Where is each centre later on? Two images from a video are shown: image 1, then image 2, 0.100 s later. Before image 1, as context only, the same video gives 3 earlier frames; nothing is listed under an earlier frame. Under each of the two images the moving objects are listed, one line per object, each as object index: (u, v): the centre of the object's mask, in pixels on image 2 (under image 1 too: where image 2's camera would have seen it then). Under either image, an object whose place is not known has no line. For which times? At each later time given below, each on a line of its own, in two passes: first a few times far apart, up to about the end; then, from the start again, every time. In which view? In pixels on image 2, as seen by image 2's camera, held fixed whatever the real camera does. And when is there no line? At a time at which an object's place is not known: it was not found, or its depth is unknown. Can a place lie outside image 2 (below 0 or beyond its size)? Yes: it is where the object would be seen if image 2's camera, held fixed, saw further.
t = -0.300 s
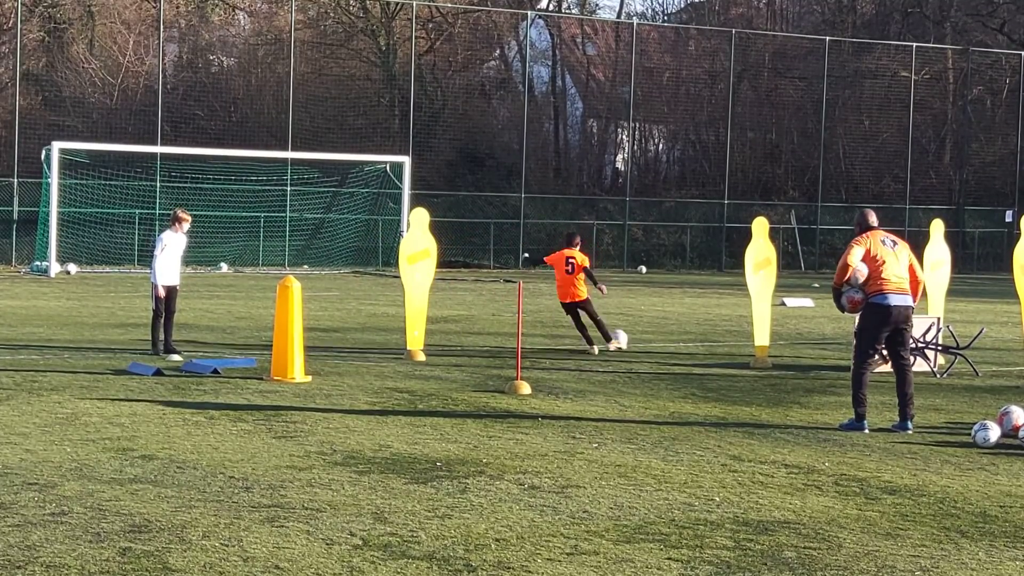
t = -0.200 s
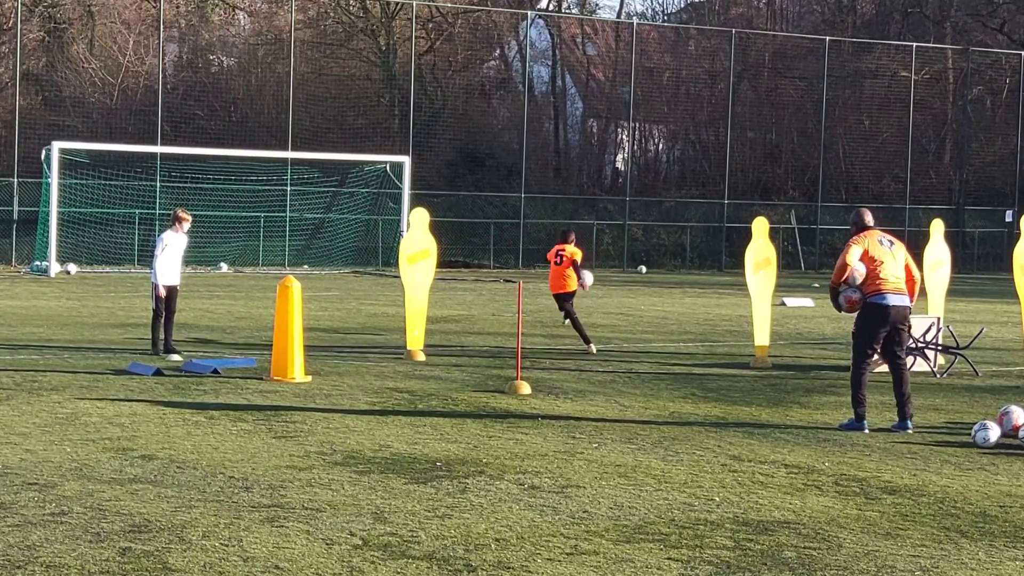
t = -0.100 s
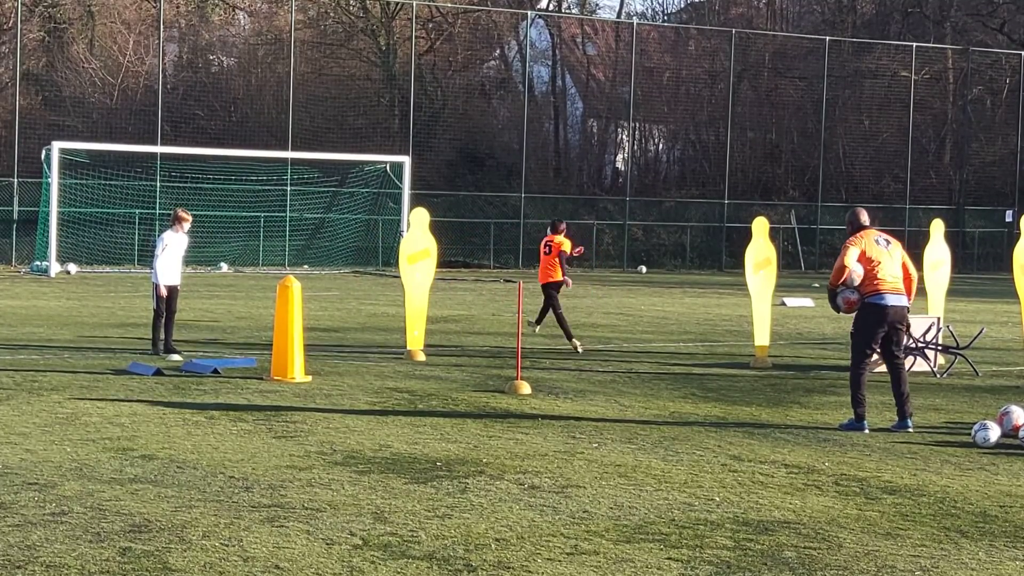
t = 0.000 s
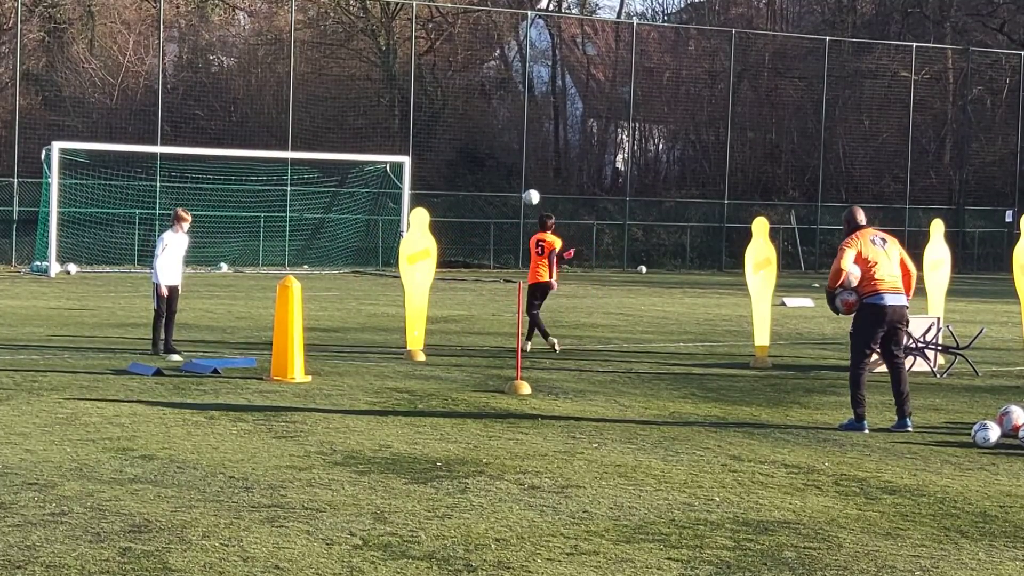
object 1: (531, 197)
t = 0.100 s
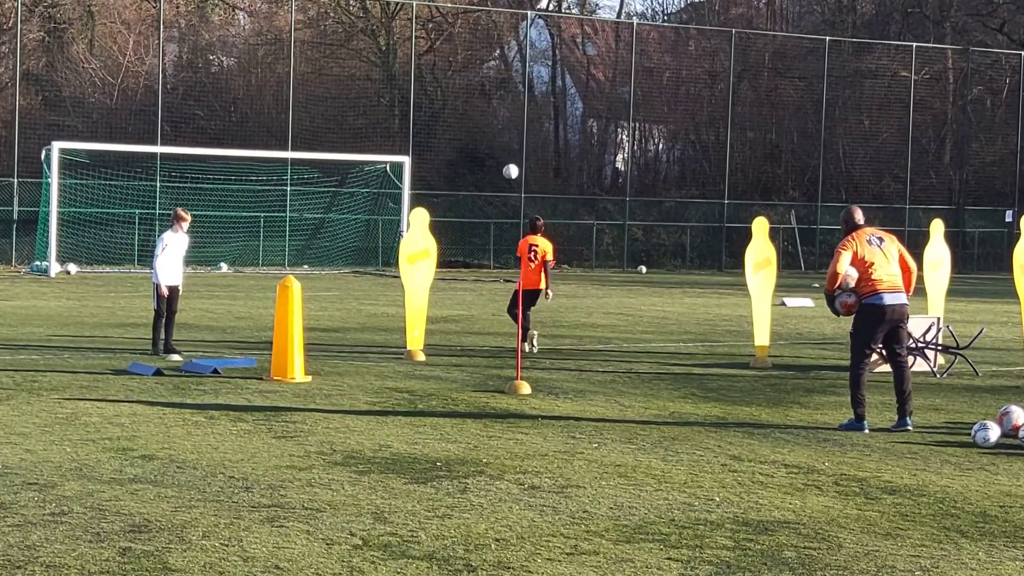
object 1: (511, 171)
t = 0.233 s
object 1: (488, 150)
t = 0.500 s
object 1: (455, 141)
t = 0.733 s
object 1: (435, 165)
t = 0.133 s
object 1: (504, 165)
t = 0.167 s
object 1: (499, 159)
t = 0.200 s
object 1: (493, 154)
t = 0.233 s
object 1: (488, 150)
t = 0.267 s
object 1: (483, 146)
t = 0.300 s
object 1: (478, 143)
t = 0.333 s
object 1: (474, 141)
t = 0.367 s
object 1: (469, 140)
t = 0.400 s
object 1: (465, 139)
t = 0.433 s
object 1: (462, 139)
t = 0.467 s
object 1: (458, 140)
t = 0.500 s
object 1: (455, 141)
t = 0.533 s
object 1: (452, 143)
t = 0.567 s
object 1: (448, 145)
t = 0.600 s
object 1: (446, 148)
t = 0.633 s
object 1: (443, 151)
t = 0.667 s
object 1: (440, 156)
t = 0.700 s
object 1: (437, 160)
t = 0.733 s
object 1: (435, 165)
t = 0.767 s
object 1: (432, 171)
